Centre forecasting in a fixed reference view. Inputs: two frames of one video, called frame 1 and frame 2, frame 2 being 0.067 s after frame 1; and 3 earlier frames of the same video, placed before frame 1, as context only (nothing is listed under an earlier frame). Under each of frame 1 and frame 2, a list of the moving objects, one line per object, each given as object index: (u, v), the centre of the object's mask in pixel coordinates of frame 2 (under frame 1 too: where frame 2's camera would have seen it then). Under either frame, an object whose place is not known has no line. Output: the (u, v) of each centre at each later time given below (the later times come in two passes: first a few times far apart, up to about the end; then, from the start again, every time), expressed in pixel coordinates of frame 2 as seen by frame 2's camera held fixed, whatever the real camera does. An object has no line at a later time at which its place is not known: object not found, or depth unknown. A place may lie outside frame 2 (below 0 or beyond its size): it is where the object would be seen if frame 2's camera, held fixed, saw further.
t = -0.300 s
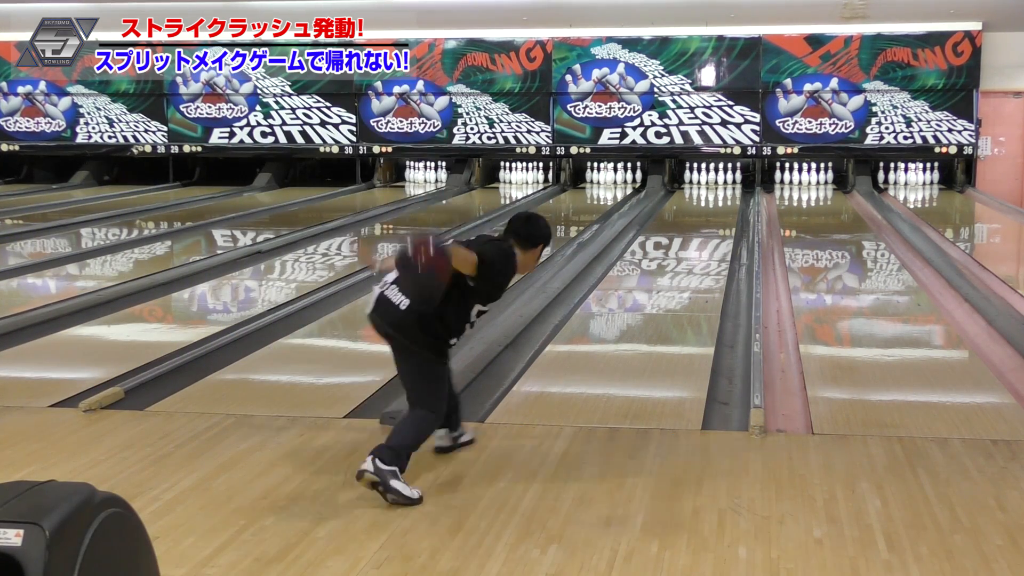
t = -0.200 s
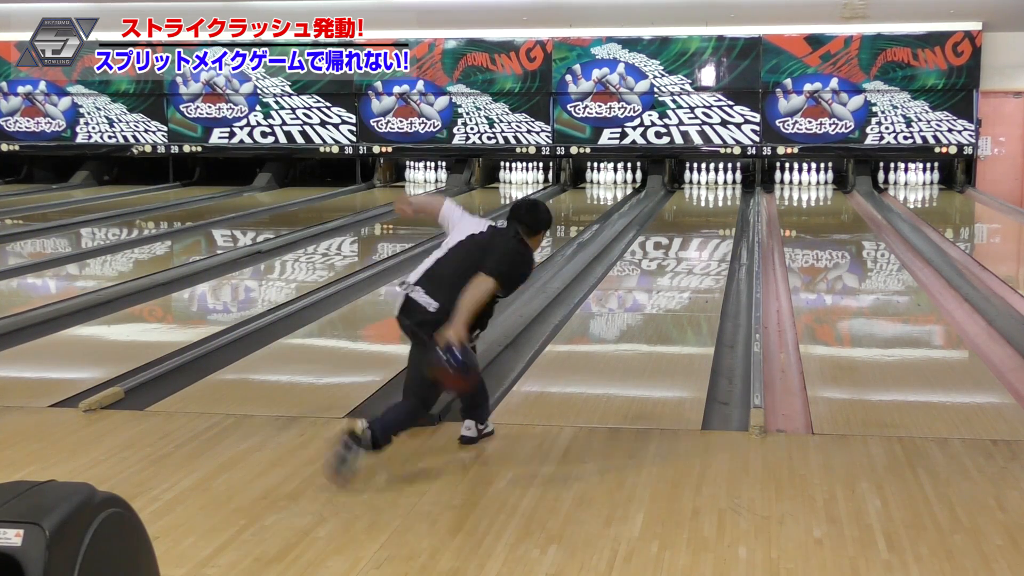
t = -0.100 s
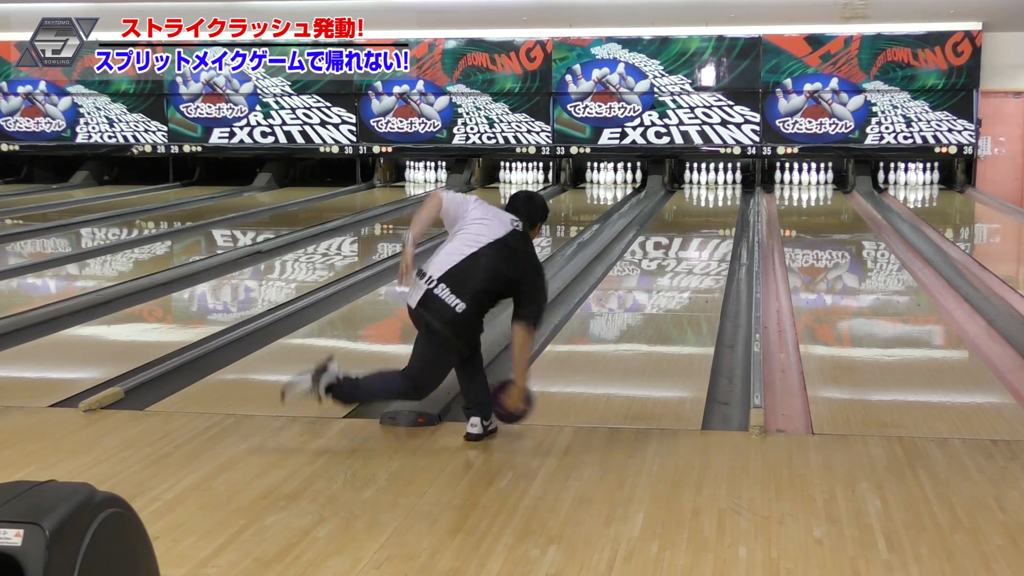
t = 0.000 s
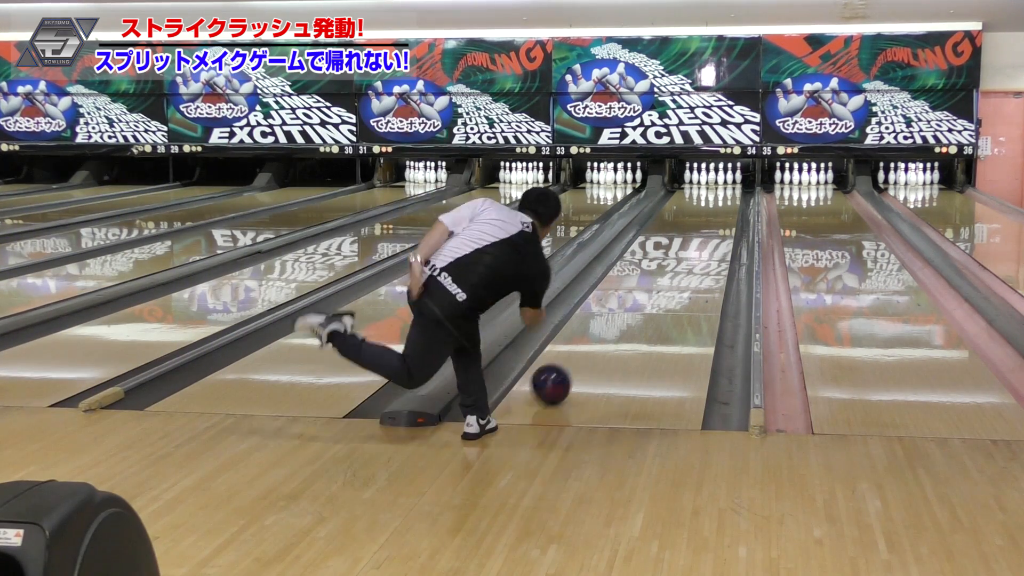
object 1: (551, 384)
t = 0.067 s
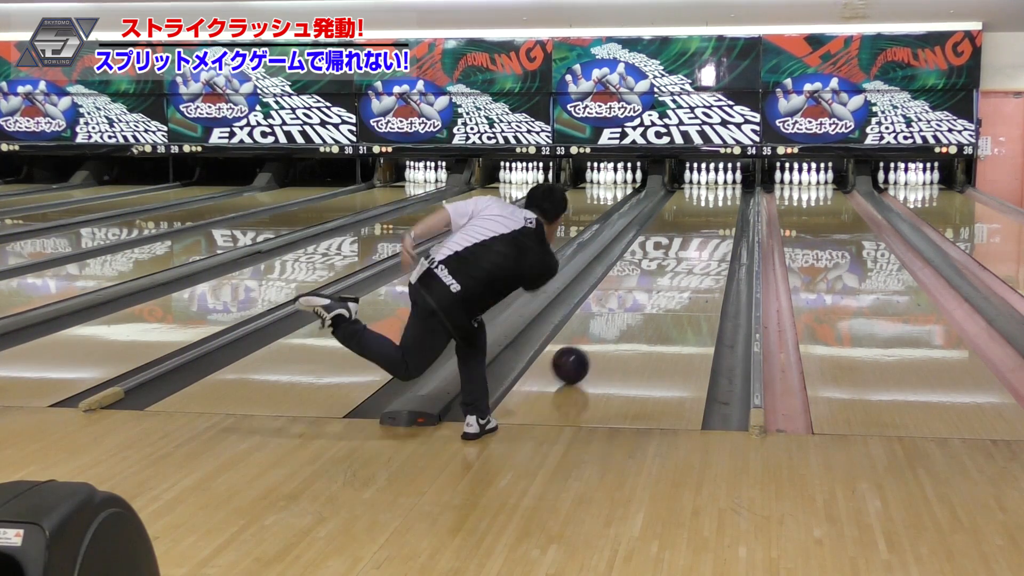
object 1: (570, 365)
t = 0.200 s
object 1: (602, 333)
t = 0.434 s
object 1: (643, 292)
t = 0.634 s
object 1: (667, 267)
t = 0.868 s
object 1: (688, 245)
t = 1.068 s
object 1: (701, 230)
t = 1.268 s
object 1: (712, 218)
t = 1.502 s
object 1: (720, 206)
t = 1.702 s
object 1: (724, 198)
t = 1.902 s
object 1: (724, 191)
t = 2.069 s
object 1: (721, 185)
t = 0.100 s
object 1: (579, 356)
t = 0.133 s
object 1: (588, 347)
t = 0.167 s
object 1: (595, 340)
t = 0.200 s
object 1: (602, 333)
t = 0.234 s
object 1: (609, 326)
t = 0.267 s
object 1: (616, 320)
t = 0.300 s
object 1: (622, 314)
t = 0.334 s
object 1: (627, 308)
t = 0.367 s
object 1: (632, 302)
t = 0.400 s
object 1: (638, 297)
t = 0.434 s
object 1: (643, 292)
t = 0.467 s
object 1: (647, 287)
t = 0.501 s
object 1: (652, 283)
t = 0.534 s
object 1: (656, 279)
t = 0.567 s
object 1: (660, 275)
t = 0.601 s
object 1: (664, 270)
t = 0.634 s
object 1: (667, 267)
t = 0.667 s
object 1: (671, 263)
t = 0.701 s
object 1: (674, 260)
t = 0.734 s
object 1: (677, 257)
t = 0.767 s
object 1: (680, 253)
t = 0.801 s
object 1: (683, 250)
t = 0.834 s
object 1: (685, 248)
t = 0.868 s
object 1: (688, 245)
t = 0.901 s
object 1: (691, 242)
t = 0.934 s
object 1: (693, 239)
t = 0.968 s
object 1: (695, 237)
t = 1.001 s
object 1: (697, 235)
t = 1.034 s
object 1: (700, 232)
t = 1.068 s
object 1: (701, 230)
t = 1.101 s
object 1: (703, 228)
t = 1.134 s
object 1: (705, 226)
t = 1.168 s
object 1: (707, 223)
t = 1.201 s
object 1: (708, 221)
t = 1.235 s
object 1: (710, 220)
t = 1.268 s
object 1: (712, 218)
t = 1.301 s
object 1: (713, 216)
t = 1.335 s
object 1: (714, 214)
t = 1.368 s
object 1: (716, 212)
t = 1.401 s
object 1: (717, 211)
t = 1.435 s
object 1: (718, 209)
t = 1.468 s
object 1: (719, 208)
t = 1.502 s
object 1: (720, 206)
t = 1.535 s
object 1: (721, 205)
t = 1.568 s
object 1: (722, 203)
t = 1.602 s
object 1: (723, 202)
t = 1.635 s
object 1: (723, 200)
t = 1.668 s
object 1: (724, 199)
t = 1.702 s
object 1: (724, 198)
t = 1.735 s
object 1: (724, 196)
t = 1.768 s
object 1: (725, 195)
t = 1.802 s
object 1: (724, 194)
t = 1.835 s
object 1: (724, 193)
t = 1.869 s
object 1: (724, 192)
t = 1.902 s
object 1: (724, 191)
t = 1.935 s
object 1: (723, 190)
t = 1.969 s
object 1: (723, 189)
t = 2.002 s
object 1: (722, 188)
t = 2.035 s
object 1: (721, 187)
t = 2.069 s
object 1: (721, 185)
